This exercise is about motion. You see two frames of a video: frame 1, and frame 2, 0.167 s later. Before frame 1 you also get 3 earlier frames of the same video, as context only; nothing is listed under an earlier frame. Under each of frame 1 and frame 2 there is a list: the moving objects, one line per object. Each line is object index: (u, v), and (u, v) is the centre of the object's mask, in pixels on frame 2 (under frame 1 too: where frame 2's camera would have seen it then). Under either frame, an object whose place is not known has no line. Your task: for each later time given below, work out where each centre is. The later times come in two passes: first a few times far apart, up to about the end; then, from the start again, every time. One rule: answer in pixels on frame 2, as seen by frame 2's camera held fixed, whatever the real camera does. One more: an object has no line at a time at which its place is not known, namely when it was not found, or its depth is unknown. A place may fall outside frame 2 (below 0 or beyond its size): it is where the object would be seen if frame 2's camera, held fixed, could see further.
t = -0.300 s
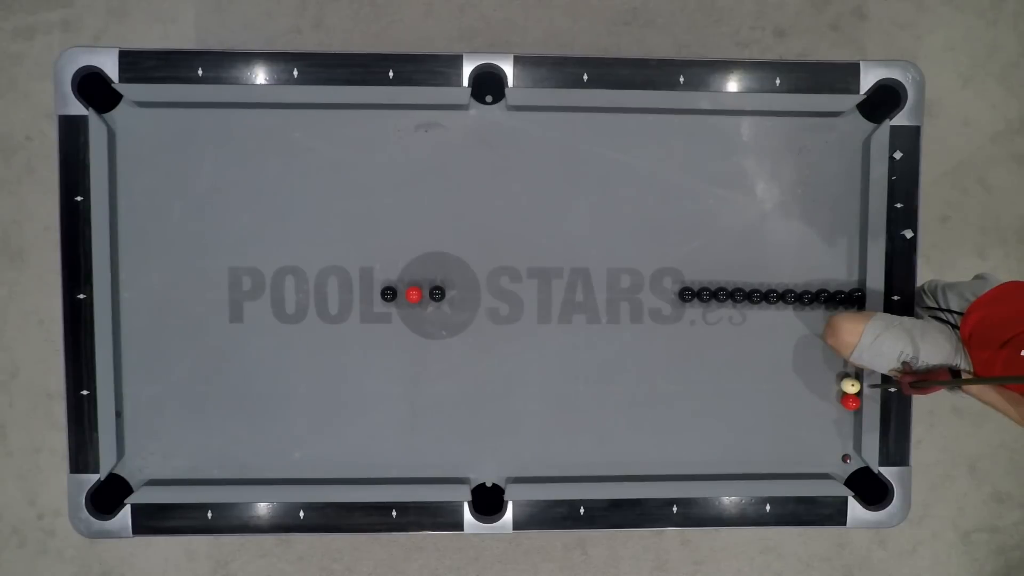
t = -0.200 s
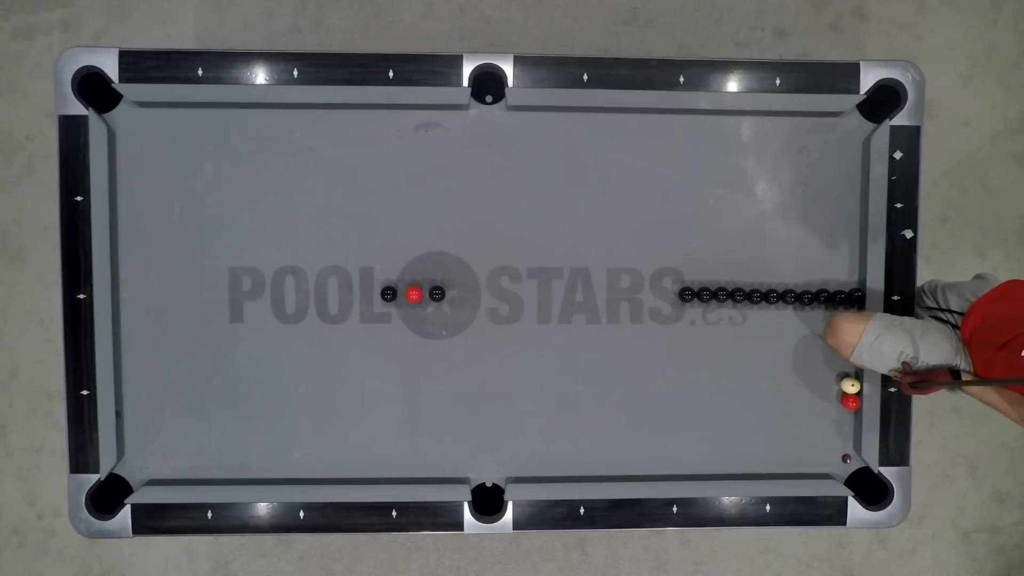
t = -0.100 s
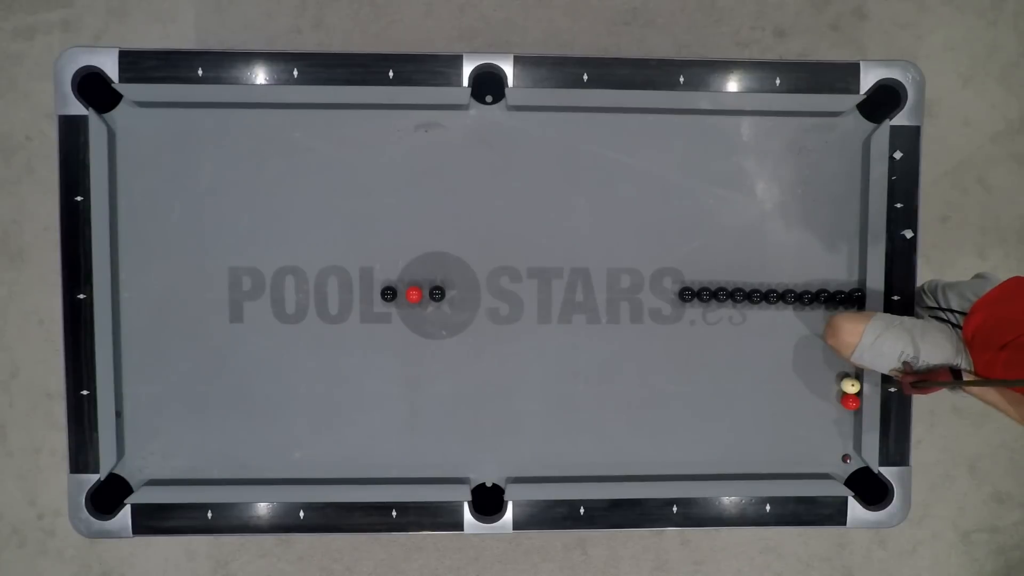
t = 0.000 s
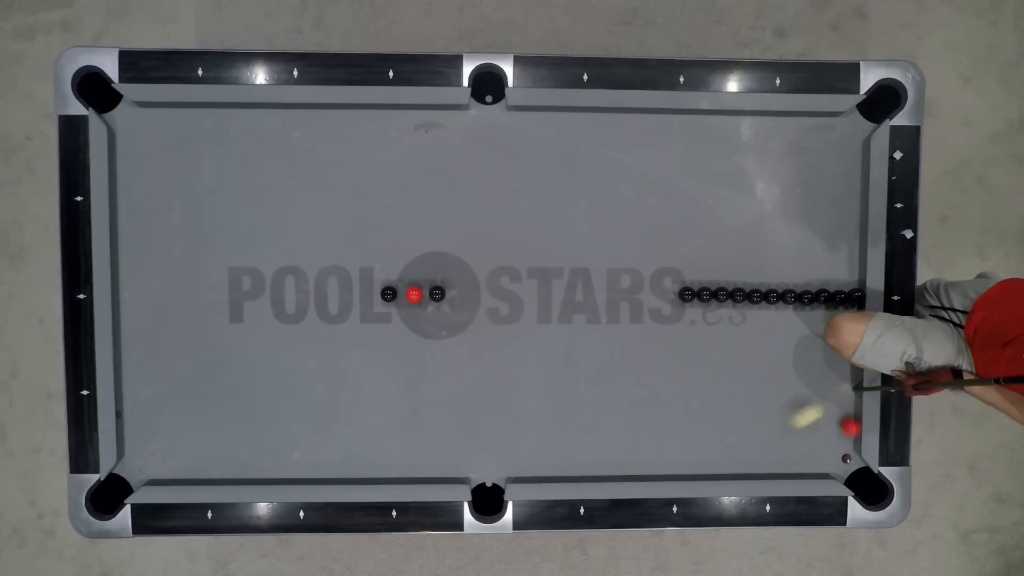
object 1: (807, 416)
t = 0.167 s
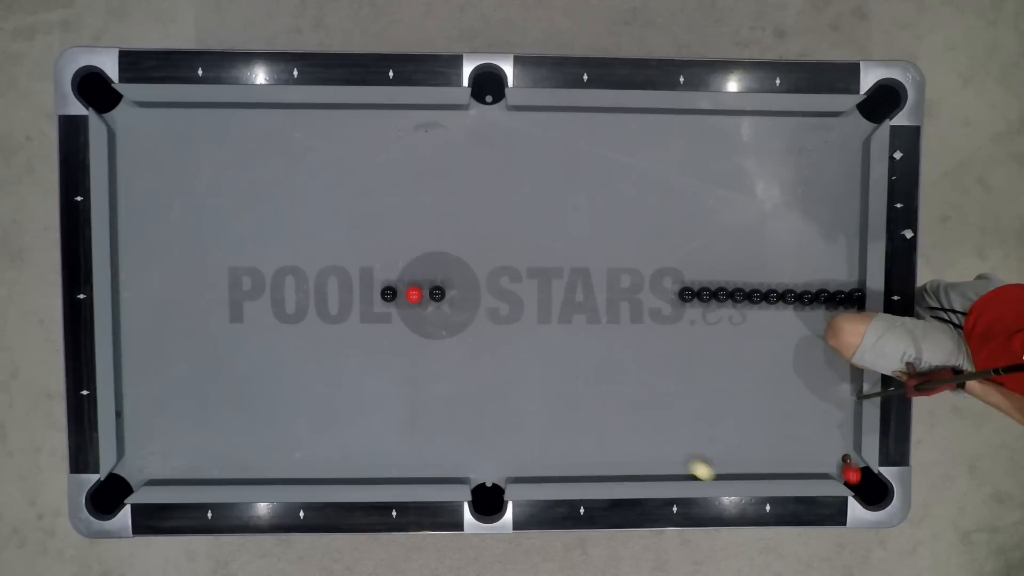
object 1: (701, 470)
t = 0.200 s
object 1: (687, 461)
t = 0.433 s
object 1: (599, 394)
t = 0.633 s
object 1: (547, 339)
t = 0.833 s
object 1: (516, 286)
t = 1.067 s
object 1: (511, 228)
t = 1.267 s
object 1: (532, 184)
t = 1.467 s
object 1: (577, 143)
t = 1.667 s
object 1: (644, 123)
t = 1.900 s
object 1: (721, 147)
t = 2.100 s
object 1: (786, 165)
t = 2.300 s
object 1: (850, 183)
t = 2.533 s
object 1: (823, 187)
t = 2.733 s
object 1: (794, 189)
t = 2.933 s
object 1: (765, 191)
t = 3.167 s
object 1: (734, 194)
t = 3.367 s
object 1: (708, 195)
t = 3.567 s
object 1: (683, 197)
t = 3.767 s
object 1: (660, 199)
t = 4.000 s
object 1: (633, 202)
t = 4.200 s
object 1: (611, 204)
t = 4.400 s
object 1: (589, 206)
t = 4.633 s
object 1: (566, 209)
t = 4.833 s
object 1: (547, 211)
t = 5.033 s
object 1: (529, 213)
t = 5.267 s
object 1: (509, 216)
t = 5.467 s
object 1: (493, 218)
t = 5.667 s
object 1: (478, 220)
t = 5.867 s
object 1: (464, 223)
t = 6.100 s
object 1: (449, 225)
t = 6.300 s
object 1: (437, 226)
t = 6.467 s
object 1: (428, 228)
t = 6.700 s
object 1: (416, 230)
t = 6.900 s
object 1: (408, 232)
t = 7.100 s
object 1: (400, 233)
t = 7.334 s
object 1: (391, 235)
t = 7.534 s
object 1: (385, 236)
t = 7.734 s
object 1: (380, 237)
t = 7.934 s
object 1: (376, 238)
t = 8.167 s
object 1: (373, 238)
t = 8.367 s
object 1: (371, 237)
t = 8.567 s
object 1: (369, 237)
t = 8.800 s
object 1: (369, 237)
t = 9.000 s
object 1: (369, 236)
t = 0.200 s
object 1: (687, 461)
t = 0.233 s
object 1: (673, 451)
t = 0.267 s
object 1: (659, 441)
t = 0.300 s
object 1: (646, 432)
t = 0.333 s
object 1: (633, 422)
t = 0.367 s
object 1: (622, 413)
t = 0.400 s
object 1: (610, 403)
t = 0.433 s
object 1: (599, 394)
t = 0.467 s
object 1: (589, 384)
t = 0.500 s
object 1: (579, 375)
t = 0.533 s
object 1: (570, 366)
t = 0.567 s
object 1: (562, 357)
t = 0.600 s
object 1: (554, 348)
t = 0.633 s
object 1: (547, 339)
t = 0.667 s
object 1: (540, 330)
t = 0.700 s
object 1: (534, 321)
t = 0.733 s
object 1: (528, 312)
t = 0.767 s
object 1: (523, 303)
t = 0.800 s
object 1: (520, 294)
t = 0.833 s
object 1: (516, 286)
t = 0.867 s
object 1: (513, 277)
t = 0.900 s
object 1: (511, 269)
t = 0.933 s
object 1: (510, 260)
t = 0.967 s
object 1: (509, 252)
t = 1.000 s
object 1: (509, 244)
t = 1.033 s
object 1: (510, 236)
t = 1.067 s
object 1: (511, 228)
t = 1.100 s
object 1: (513, 221)
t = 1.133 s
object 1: (515, 213)
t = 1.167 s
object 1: (518, 206)
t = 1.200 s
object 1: (522, 198)
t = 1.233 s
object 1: (527, 191)
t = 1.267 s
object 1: (532, 184)
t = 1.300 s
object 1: (538, 177)
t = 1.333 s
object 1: (544, 170)
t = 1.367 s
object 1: (551, 163)
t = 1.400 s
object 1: (559, 156)
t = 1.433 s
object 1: (568, 150)
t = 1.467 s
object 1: (577, 143)
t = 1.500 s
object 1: (587, 137)
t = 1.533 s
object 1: (598, 130)
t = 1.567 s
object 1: (609, 124)
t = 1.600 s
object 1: (621, 118)
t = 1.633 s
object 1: (633, 119)
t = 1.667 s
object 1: (644, 123)
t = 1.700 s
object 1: (655, 128)
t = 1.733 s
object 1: (666, 131)
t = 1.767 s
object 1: (677, 135)
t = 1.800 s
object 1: (688, 138)
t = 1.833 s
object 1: (699, 141)
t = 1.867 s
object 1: (710, 144)
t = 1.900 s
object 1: (721, 147)
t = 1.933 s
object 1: (732, 150)
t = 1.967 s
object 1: (743, 153)
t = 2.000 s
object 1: (754, 156)
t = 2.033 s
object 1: (765, 159)
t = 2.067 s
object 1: (776, 162)
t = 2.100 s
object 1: (786, 165)
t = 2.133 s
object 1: (797, 168)
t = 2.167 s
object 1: (808, 171)
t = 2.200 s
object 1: (819, 174)
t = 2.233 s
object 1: (829, 177)
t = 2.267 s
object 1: (840, 180)
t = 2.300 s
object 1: (850, 183)
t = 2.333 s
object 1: (858, 185)
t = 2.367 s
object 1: (853, 186)
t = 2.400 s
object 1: (845, 186)
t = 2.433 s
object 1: (839, 186)
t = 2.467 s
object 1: (833, 186)
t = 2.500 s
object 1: (828, 187)
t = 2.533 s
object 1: (823, 187)
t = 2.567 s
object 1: (818, 188)
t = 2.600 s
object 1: (813, 188)
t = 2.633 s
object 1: (808, 188)
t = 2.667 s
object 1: (803, 188)
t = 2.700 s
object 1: (799, 188)
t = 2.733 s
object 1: (794, 189)
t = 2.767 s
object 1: (789, 189)
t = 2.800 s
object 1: (784, 190)
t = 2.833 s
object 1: (779, 190)
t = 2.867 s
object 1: (775, 190)
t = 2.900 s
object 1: (770, 190)
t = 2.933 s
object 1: (765, 191)
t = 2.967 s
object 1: (761, 192)
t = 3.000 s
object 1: (757, 192)
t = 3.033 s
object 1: (752, 192)
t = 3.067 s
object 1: (747, 193)
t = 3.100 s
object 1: (743, 193)
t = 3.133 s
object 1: (738, 193)
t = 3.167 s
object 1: (734, 194)
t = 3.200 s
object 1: (730, 194)
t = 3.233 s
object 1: (725, 194)
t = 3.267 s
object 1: (721, 194)
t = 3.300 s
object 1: (717, 195)
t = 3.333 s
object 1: (713, 195)
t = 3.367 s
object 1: (708, 195)
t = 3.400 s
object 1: (704, 196)
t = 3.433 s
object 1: (700, 196)
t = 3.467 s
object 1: (696, 197)
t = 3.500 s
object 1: (692, 197)
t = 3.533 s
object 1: (688, 197)
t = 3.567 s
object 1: (683, 197)
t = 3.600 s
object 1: (679, 197)
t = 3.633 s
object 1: (675, 198)
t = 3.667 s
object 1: (671, 198)
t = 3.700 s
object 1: (668, 198)
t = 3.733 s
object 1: (664, 199)
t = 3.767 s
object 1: (660, 199)
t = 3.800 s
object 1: (656, 200)
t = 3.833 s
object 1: (652, 200)
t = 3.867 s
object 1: (648, 200)
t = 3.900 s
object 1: (644, 201)
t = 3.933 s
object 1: (640, 201)
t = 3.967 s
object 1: (636, 202)
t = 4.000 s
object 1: (633, 202)
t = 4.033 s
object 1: (629, 202)
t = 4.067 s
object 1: (625, 202)
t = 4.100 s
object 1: (622, 203)
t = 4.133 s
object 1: (618, 203)
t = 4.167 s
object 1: (614, 204)
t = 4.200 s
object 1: (611, 204)
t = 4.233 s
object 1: (607, 204)
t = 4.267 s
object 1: (604, 205)
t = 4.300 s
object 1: (600, 205)
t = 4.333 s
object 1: (596, 205)
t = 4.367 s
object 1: (593, 206)
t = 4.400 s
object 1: (589, 206)
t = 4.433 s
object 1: (586, 206)
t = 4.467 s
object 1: (583, 207)
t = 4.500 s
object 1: (579, 207)
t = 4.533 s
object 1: (576, 208)
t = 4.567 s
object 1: (573, 208)
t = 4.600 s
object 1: (570, 208)
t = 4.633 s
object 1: (566, 209)
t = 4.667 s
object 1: (563, 209)
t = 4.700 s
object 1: (560, 209)
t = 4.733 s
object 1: (556, 210)
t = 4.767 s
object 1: (553, 210)
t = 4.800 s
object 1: (550, 211)
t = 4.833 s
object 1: (547, 211)
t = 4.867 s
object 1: (544, 211)
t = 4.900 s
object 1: (541, 211)
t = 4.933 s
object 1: (538, 212)
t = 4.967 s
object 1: (535, 212)
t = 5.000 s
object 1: (532, 212)
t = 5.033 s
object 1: (529, 213)
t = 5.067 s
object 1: (527, 213)
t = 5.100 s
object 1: (524, 214)
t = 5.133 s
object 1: (521, 214)
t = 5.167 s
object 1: (518, 215)
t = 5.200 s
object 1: (515, 215)
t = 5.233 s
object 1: (512, 216)
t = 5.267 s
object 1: (509, 216)
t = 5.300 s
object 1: (507, 216)
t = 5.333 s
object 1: (504, 216)
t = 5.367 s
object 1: (501, 217)
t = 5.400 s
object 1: (498, 217)
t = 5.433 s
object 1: (496, 218)
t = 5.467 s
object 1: (493, 218)
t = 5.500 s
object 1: (491, 218)
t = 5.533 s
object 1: (488, 219)
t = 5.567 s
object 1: (486, 219)
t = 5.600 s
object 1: (483, 219)
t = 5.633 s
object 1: (481, 220)
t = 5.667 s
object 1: (478, 220)
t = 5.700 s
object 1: (476, 221)
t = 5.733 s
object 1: (474, 221)
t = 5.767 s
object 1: (471, 221)
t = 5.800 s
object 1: (469, 222)
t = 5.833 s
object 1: (467, 222)
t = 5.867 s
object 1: (464, 223)
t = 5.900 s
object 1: (462, 223)
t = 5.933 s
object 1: (460, 223)
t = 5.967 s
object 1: (458, 223)
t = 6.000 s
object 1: (455, 224)
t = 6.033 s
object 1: (453, 224)
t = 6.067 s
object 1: (451, 224)
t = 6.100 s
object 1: (449, 225)
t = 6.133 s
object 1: (447, 225)
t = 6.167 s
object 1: (445, 225)
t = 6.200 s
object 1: (443, 226)
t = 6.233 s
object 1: (441, 226)
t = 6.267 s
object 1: (439, 226)
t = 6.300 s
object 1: (437, 226)
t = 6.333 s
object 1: (435, 227)
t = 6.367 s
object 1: (433, 227)
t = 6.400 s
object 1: (431, 227)
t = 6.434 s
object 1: (430, 228)
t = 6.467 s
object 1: (428, 228)
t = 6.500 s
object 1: (426, 228)
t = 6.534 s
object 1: (425, 228)
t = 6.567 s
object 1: (423, 229)
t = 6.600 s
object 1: (421, 229)
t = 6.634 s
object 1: (420, 229)
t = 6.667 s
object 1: (418, 230)
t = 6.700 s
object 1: (416, 230)
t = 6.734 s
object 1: (415, 231)
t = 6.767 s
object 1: (413, 231)
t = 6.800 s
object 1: (412, 231)
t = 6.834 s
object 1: (411, 231)
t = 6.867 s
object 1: (409, 232)
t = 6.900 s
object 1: (408, 232)
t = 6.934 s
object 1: (406, 232)
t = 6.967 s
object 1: (405, 232)
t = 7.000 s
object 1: (403, 232)
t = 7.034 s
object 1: (402, 233)
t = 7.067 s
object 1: (401, 233)
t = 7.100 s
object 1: (400, 233)
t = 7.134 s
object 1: (398, 233)
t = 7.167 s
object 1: (397, 234)
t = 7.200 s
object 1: (396, 234)
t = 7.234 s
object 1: (395, 234)
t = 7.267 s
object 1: (393, 234)
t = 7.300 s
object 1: (392, 235)
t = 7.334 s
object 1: (391, 235)
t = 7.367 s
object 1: (390, 235)
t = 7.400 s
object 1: (389, 235)
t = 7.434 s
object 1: (388, 235)
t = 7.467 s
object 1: (387, 236)
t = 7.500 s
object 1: (386, 235)
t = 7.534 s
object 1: (385, 236)
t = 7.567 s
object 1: (384, 236)
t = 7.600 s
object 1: (384, 236)
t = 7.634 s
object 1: (383, 236)
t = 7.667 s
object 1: (382, 237)
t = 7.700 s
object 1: (381, 237)
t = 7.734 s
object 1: (380, 237)
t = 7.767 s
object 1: (380, 238)
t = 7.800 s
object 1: (379, 238)
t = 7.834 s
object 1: (378, 238)
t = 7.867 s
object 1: (378, 238)
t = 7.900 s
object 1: (377, 238)
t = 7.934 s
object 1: (376, 238)
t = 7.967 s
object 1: (376, 238)
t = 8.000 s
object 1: (375, 238)
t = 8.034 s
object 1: (374, 238)
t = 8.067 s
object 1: (374, 238)
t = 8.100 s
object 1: (374, 238)
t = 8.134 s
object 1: (373, 238)
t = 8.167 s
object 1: (373, 238)
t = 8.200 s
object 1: (372, 238)
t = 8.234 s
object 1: (372, 238)
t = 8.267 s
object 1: (371, 238)
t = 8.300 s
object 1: (371, 238)
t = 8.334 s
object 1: (371, 238)
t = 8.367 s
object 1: (371, 237)
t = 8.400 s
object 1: (370, 237)
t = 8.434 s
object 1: (370, 237)
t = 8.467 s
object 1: (370, 237)
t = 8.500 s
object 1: (370, 237)
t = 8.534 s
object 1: (370, 237)
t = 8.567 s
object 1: (369, 237)
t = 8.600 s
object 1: (369, 237)
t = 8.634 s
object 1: (369, 237)
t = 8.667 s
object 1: (369, 237)
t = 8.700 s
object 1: (369, 237)
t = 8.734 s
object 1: (369, 237)
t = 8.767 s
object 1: (369, 237)
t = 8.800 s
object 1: (369, 237)
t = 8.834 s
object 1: (369, 236)
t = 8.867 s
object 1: (369, 237)
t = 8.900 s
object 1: (369, 237)
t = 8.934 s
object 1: (369, 237)
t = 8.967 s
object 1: (369, 236)
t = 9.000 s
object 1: (369, 236)
